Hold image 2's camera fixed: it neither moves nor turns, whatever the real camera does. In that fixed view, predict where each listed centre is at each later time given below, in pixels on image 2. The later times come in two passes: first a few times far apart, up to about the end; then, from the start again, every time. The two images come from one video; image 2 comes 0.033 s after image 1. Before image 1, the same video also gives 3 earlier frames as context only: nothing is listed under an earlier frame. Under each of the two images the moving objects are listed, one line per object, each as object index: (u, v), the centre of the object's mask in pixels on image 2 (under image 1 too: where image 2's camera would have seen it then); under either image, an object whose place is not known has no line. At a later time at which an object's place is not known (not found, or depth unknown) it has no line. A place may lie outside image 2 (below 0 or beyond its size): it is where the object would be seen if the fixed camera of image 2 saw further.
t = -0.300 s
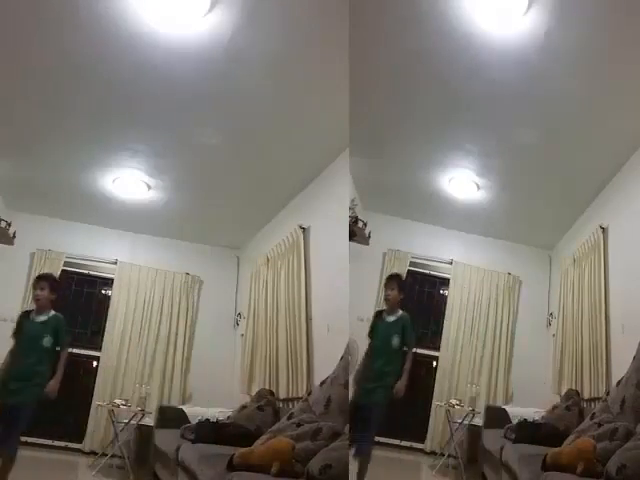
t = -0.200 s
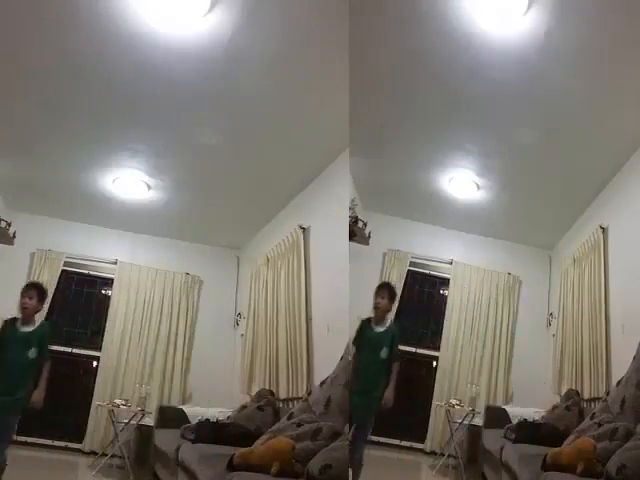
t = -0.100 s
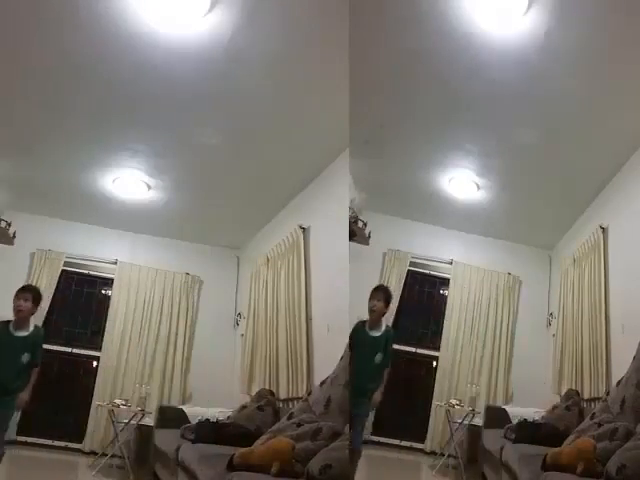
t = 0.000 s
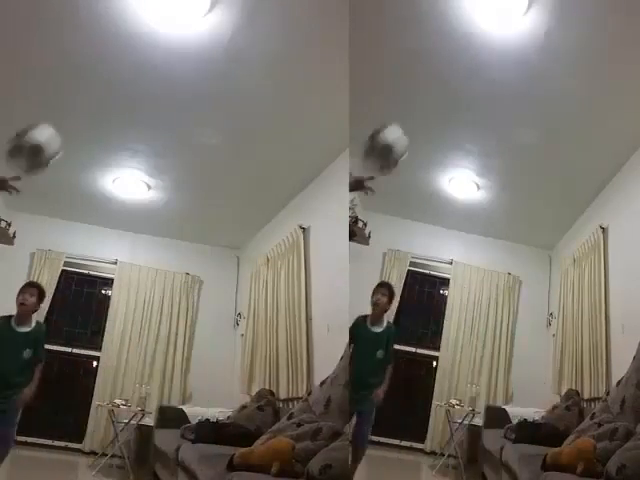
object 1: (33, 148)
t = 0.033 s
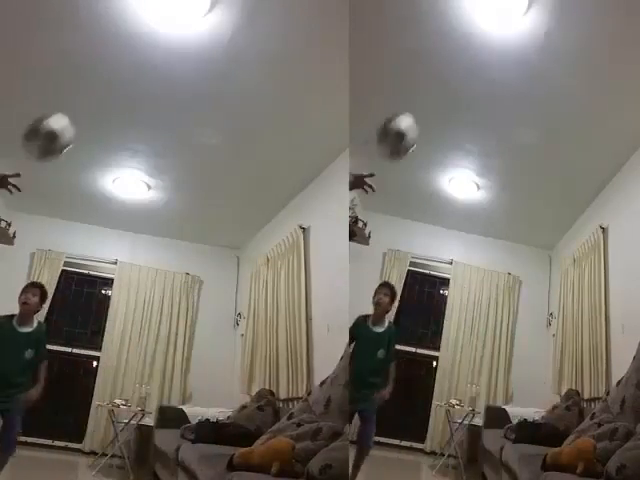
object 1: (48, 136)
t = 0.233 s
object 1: (111, 107)
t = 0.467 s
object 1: (152, 146)
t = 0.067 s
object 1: (63, 125)
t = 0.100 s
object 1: (75, 117)
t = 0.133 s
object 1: (86, 112)
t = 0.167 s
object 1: (95, 108)
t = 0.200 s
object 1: (103, 107)
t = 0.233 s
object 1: (111, 107)
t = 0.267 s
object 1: (118, 108)
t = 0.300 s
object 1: (124, 111)
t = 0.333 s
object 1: (131, 115)
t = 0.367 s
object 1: (138, 121)
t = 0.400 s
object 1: (142, 128)
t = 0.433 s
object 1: (147, 136)
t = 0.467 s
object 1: (152, 146)
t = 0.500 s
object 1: (157, 156)
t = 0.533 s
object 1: (160, 172)
